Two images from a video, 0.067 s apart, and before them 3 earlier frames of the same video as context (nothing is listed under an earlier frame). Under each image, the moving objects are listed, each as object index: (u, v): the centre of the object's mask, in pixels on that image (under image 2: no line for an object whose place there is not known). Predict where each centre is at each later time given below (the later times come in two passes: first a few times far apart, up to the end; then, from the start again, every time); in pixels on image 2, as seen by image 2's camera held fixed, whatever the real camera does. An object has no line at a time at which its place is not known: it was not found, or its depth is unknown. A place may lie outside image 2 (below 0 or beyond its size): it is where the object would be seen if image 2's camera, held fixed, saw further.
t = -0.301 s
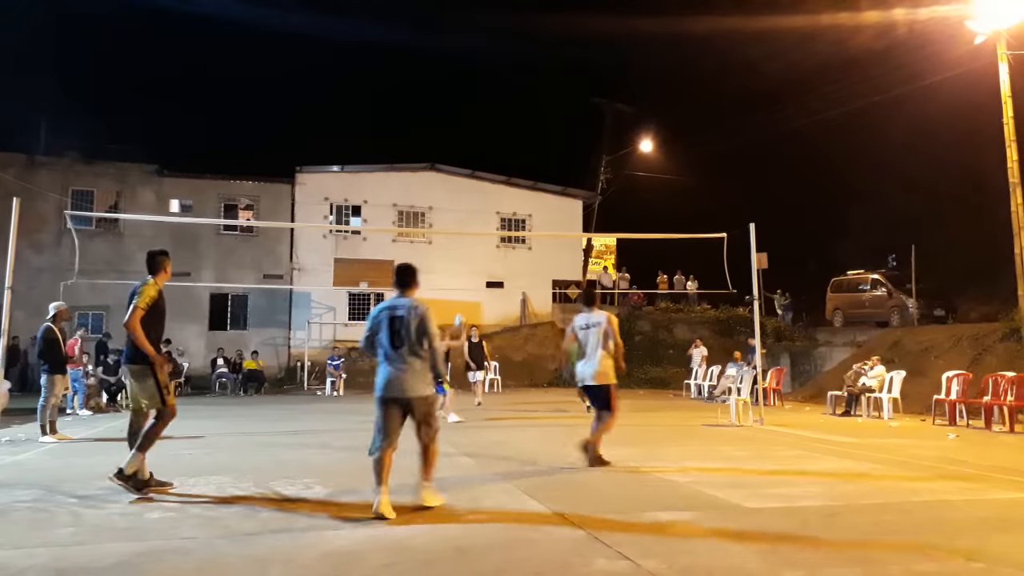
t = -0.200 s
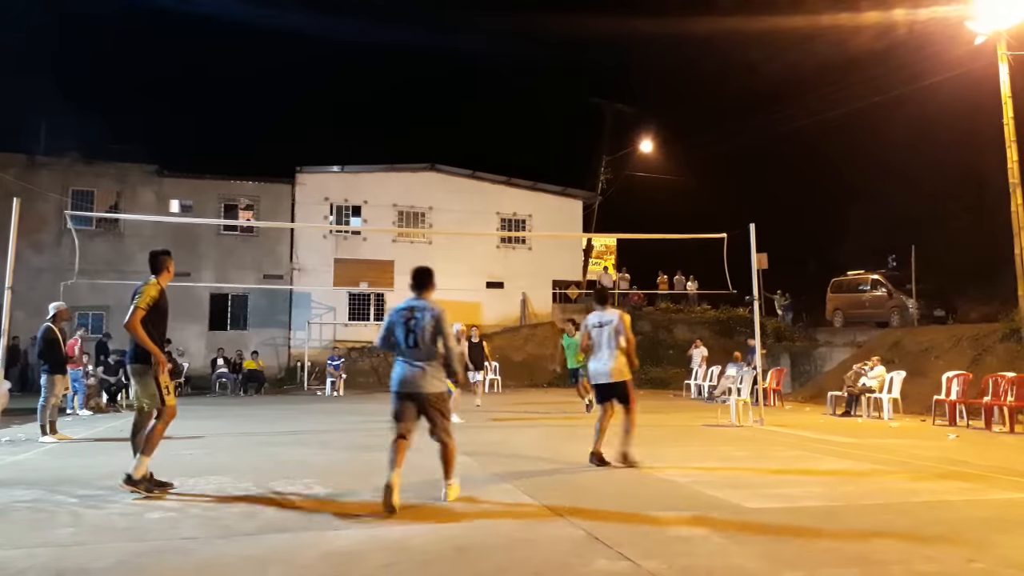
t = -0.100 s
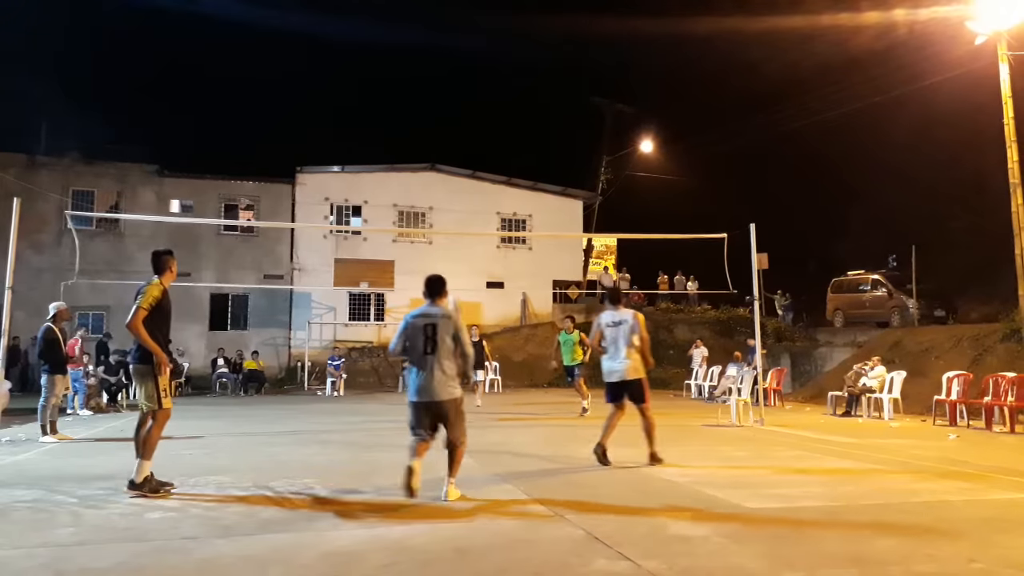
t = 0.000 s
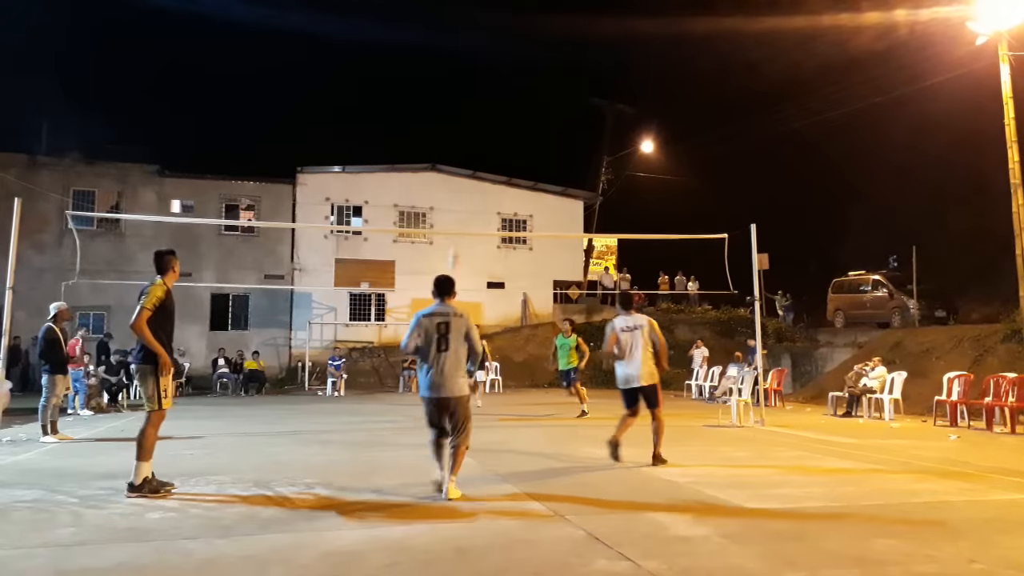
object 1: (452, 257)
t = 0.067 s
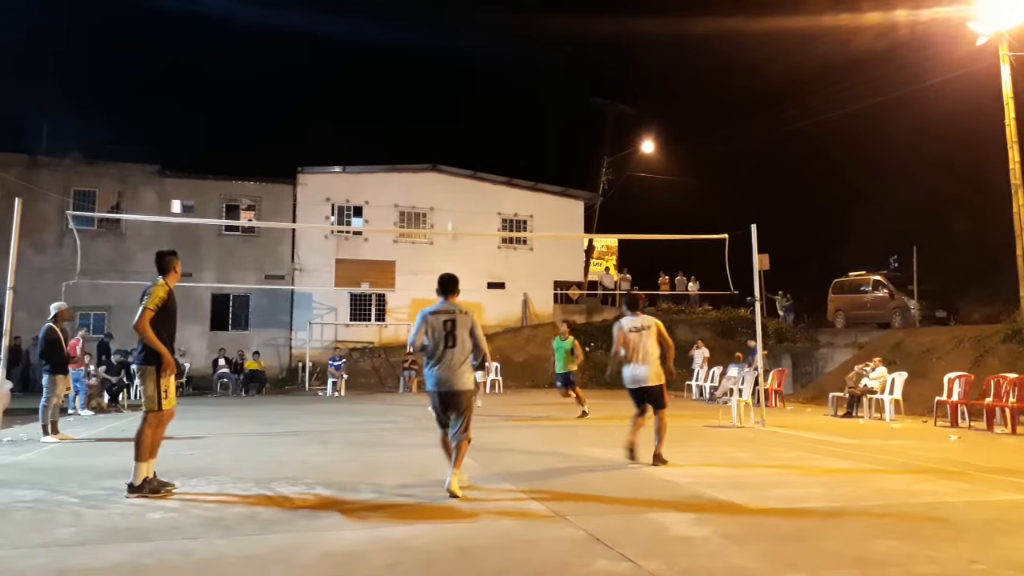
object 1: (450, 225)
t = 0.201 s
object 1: (449, 182)
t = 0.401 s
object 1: (447, 131)
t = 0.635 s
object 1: (444, 101)
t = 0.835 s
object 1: (441, 101)
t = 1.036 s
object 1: (437, 126)
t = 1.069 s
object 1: (436, 133)
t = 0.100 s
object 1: (449, 218)
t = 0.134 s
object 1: (449, 205)
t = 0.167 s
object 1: (450, 194)
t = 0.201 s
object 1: (449, 182)
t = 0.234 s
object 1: (449, 171)
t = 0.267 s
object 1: (449, 162)
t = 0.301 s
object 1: (449, 153)
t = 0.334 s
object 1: (448, 145)
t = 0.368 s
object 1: (447, 137)
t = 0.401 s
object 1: (447, 131)
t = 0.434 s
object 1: (447, 124)
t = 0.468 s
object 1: (446, 119)
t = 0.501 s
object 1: (446, 114)
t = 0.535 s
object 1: (445, 110)
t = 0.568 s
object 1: (445, 106)
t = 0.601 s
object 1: (444, 103)
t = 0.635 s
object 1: (444, 101)
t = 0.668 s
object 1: (443, 99)
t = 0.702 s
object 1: (443, 99)
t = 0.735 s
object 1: (442, 98)
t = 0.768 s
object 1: (442, 99)
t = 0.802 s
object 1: (442, 100)
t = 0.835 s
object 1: (441, 101)
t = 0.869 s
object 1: (440, 104)
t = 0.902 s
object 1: (439, 107)
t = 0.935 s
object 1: (438, 111)
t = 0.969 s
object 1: (438, 115)
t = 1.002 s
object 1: (437, 120)
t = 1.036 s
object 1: (437, 126)
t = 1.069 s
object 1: (436, 133)
